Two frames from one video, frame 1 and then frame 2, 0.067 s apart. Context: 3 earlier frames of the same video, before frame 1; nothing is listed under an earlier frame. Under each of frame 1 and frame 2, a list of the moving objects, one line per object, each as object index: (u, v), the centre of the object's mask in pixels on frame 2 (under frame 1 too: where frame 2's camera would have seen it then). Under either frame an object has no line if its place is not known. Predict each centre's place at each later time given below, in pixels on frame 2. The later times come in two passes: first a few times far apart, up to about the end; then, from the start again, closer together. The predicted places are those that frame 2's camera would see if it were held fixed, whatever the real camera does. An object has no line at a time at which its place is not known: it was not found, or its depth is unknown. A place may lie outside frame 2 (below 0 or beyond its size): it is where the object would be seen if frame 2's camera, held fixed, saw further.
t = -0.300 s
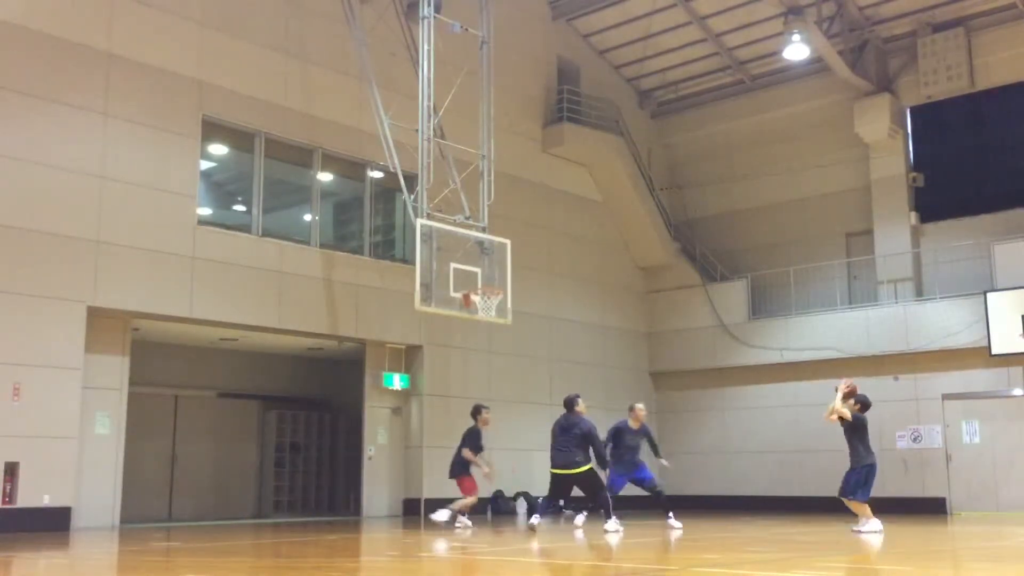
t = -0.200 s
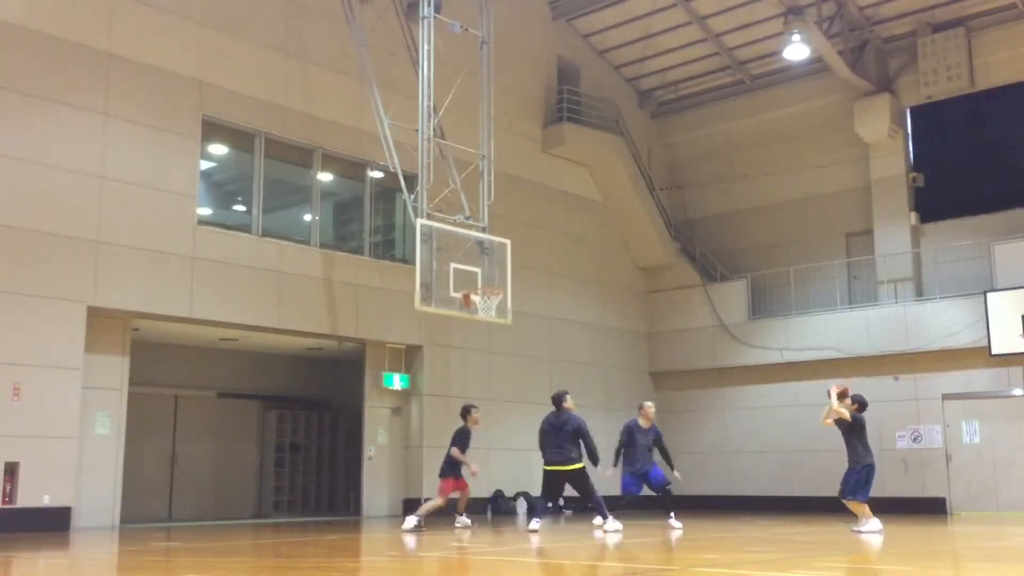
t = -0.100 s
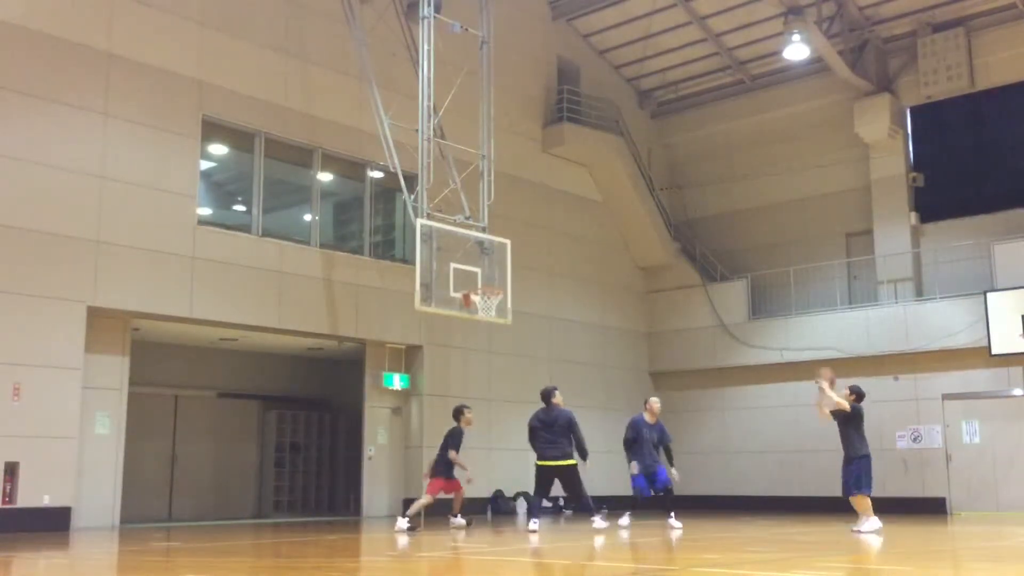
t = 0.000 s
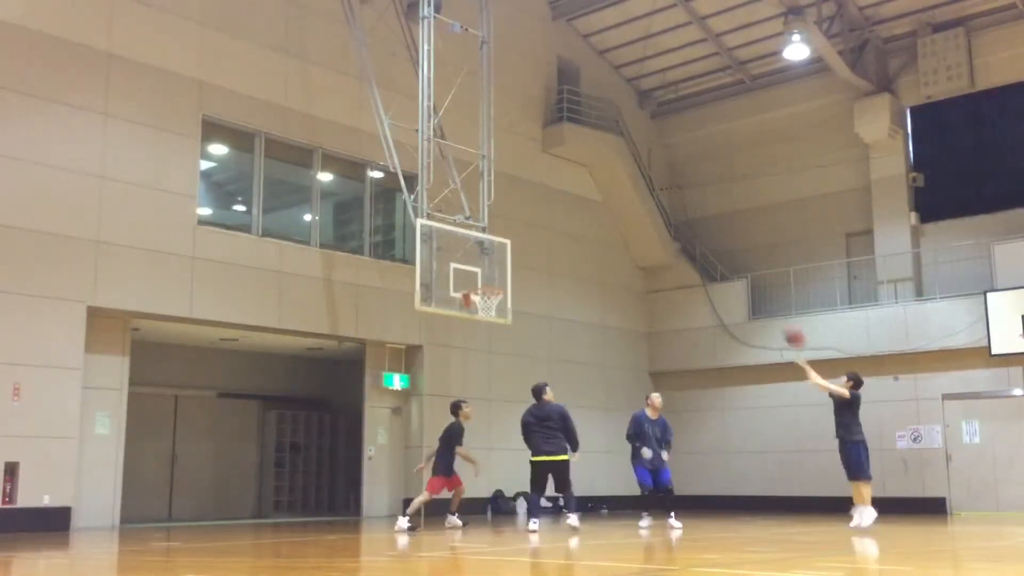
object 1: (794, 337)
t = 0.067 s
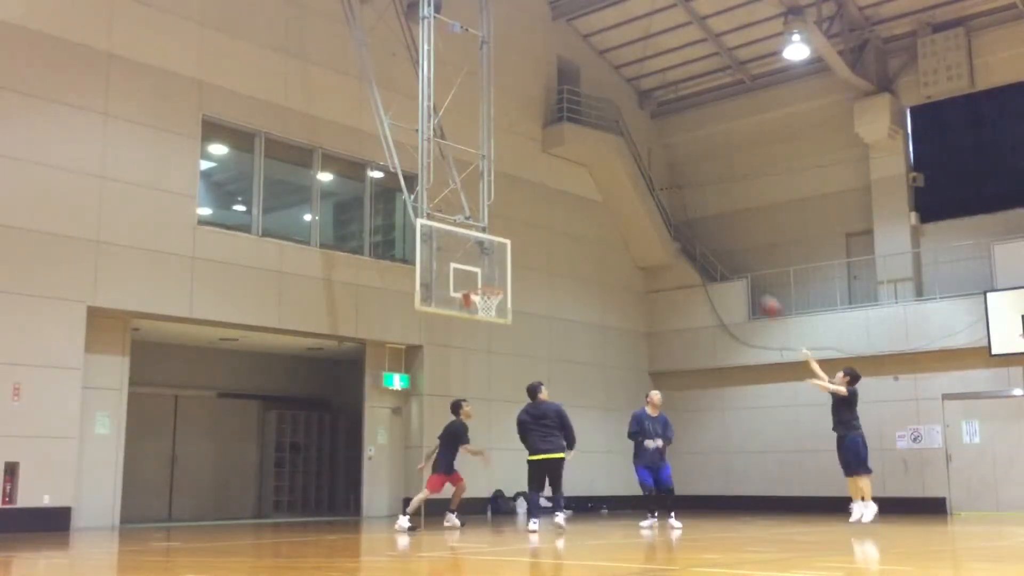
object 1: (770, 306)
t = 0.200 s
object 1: (724, 262)
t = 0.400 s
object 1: (660, 224)
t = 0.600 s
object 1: (601, 215)
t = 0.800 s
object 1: (543, 236)
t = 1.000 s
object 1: (489, 282)
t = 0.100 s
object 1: (758, 292)
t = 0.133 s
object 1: (746, 283)
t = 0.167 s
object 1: (736, 272)
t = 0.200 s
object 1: (724, 262)
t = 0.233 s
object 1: (713, 253)
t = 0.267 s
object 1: (702, 245)
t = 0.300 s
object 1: (692, 238)
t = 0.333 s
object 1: (682, 234)
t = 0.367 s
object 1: (671, 228)
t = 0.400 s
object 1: (660, 224)
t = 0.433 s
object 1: (649, 220)
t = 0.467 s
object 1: (639, 218)
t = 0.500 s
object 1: (629, 216)
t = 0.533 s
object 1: (620, 215)
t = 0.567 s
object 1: (610, 214)
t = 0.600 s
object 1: (601, 215)
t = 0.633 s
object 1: (591, 216)
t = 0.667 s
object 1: (580, 219)
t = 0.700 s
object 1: (571, 222)
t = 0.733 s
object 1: (562, 226)
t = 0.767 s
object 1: (553, 231)
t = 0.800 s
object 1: (543, 236)
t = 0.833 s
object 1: (534, 242)
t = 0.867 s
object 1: (525, 249)
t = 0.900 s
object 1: (516, 256)
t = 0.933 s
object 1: (506, 265)
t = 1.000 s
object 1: (489, 282)
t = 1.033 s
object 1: (481, 294)
